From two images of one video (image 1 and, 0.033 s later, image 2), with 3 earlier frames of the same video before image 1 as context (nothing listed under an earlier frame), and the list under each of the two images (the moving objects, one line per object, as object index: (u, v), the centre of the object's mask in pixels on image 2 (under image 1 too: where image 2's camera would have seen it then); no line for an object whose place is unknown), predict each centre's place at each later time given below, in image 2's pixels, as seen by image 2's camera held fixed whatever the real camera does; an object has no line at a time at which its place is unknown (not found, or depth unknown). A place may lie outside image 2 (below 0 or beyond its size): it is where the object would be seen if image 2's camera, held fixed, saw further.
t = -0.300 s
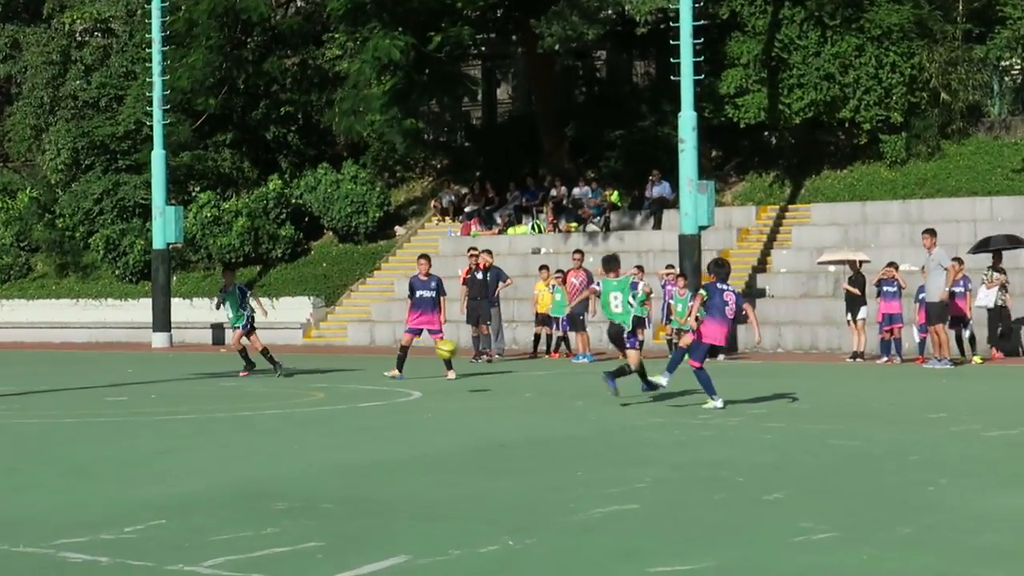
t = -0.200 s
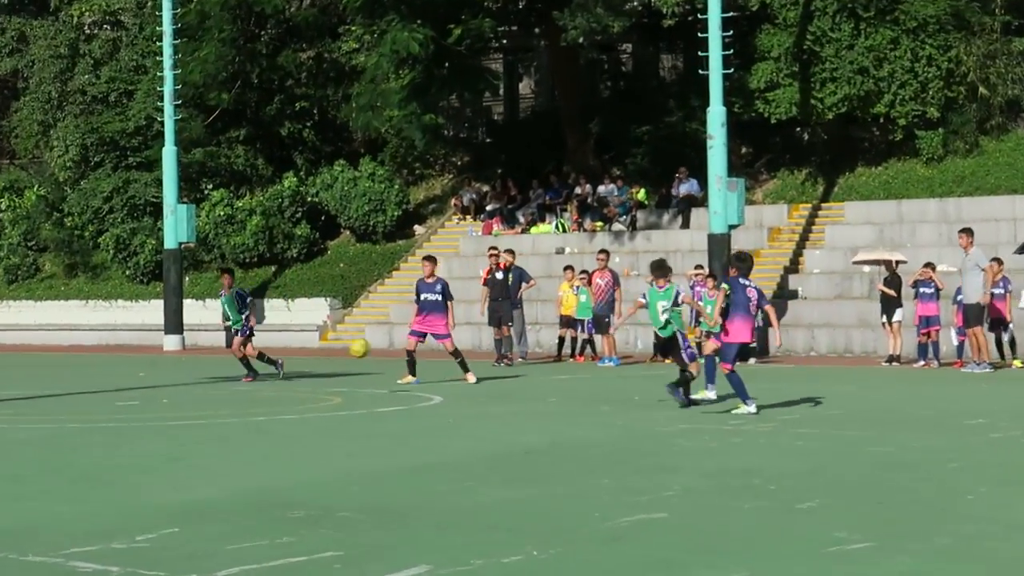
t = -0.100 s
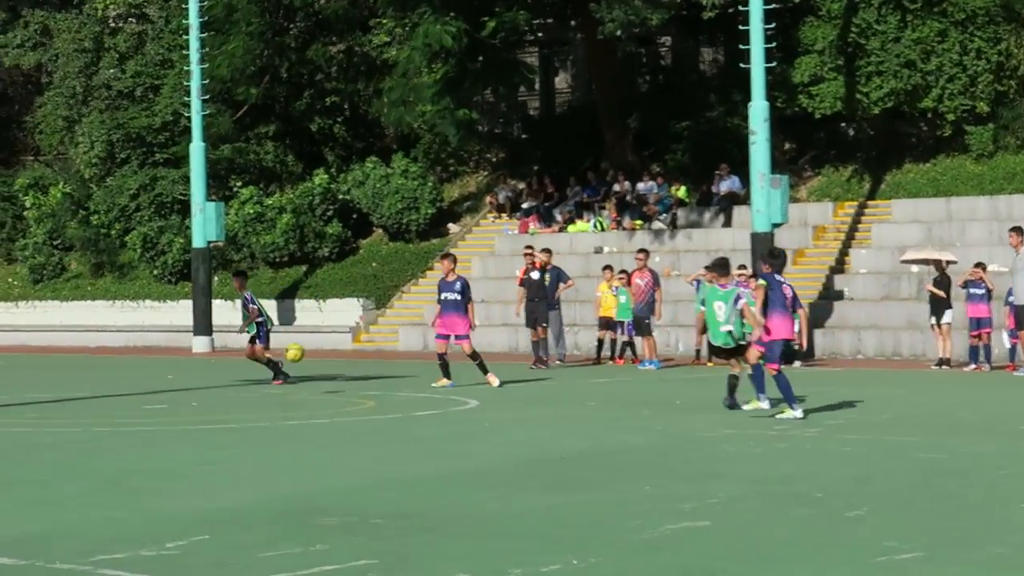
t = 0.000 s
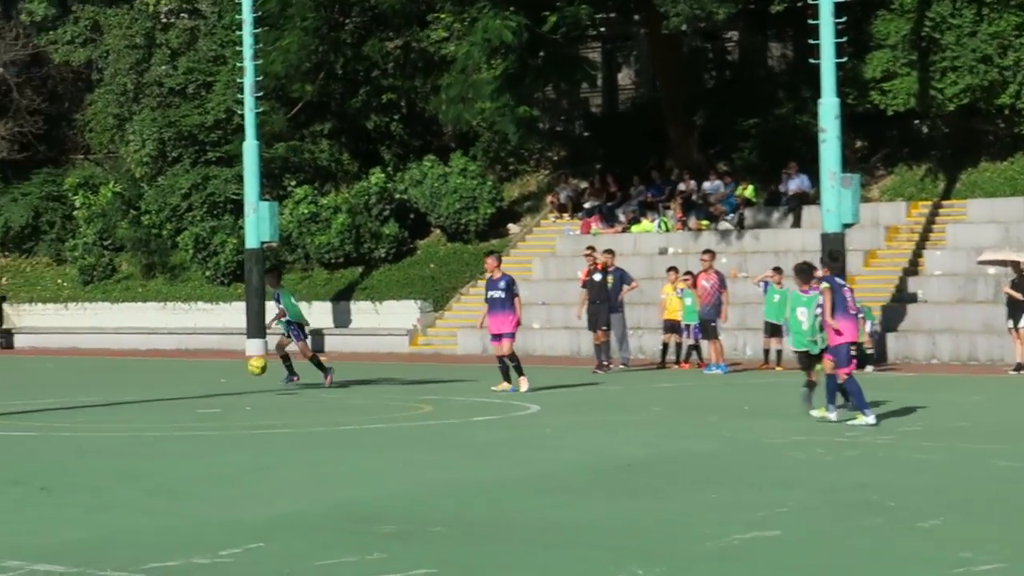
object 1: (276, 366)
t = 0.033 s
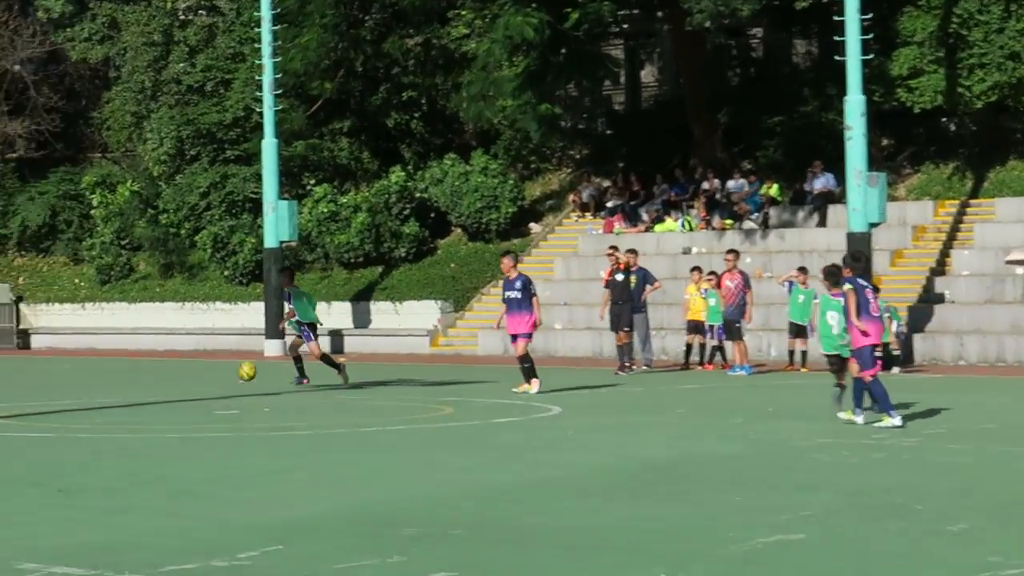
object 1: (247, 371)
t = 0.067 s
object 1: (217, 377)
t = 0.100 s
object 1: (189, 382)
